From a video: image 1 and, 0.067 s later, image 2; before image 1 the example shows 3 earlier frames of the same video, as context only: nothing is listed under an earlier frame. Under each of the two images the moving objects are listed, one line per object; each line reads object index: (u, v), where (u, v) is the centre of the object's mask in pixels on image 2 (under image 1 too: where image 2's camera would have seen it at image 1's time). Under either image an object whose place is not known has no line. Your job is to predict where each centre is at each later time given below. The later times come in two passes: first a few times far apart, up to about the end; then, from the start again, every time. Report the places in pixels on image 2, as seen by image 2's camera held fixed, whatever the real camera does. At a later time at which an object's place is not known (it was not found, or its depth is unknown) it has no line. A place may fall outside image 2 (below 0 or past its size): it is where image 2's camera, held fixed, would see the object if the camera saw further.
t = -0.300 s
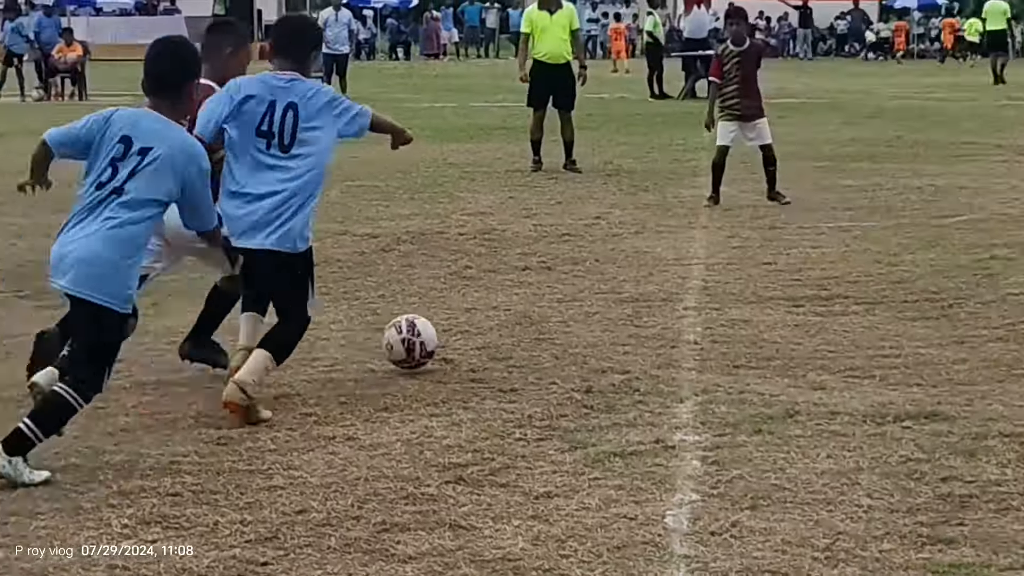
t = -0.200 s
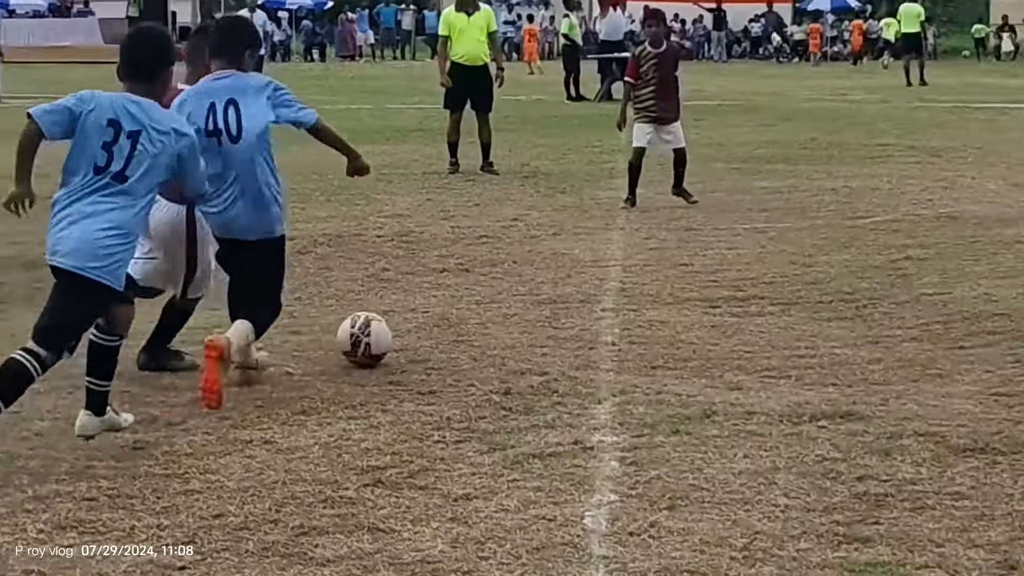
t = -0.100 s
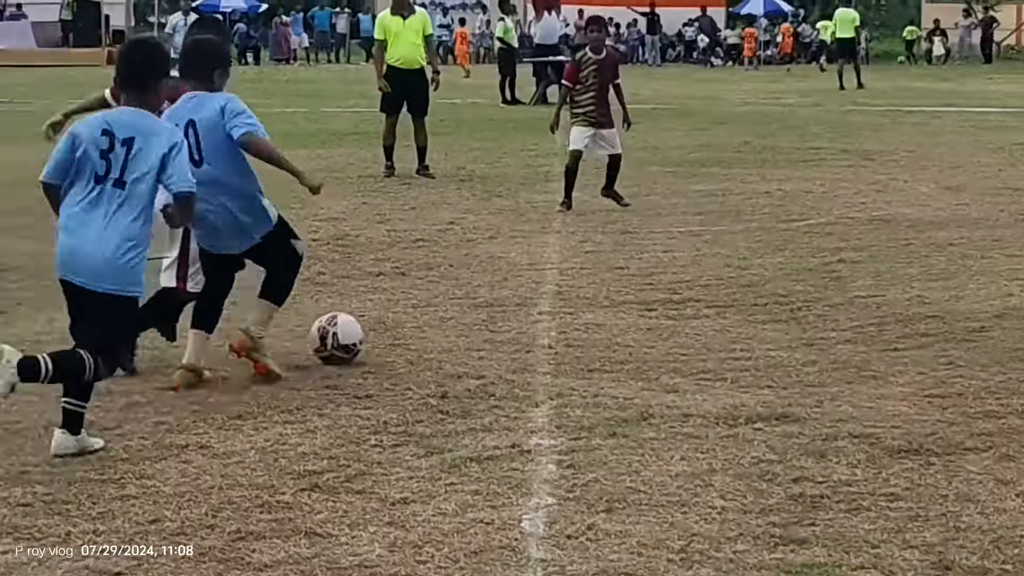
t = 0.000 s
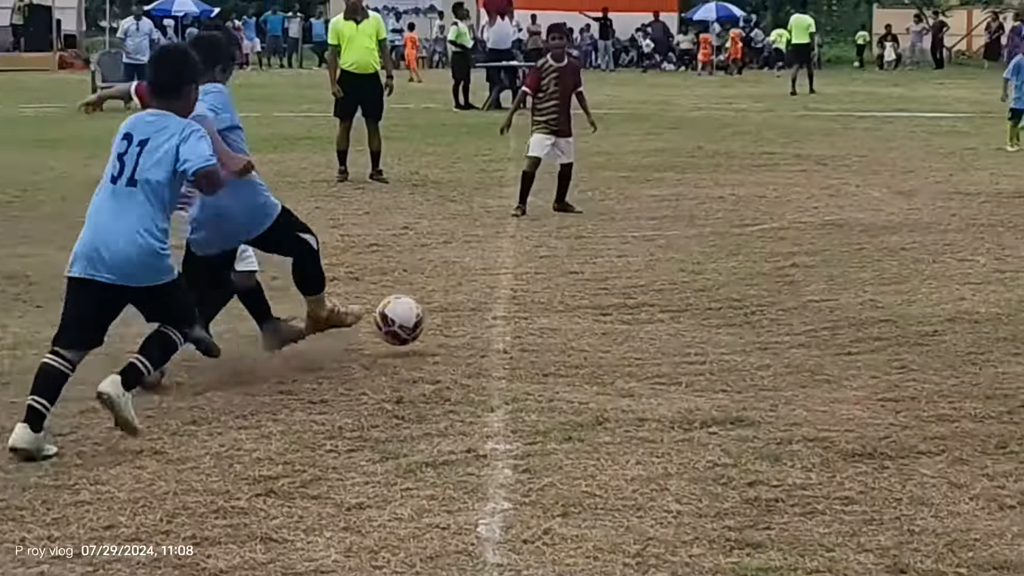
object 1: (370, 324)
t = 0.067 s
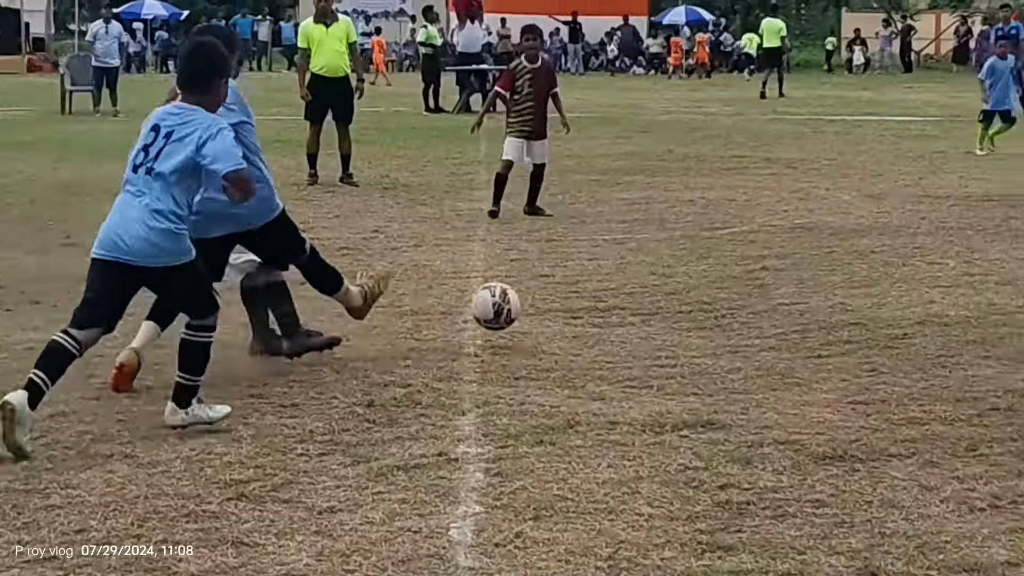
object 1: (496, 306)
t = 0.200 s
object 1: (712, 301)
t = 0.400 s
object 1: (908, 245)
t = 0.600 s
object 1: (1065, 245)
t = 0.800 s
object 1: (1171, 227)
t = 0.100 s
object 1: (553, 301)
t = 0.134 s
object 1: (609, 300)
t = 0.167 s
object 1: (662, 299)
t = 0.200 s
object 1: (712, 301)
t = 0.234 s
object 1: (749, 289)
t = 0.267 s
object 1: (783, 274)
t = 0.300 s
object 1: (815, 264)
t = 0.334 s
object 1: (847, 255)
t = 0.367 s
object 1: (879, 248)
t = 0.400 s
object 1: (908, 245)
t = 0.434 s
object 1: (937, 243)
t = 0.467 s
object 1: (966, 244)
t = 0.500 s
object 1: (994, 248)
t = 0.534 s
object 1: (1022, 254)
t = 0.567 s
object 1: (1047, 257)
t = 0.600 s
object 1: (1065, 245)
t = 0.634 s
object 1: (1083, 237)
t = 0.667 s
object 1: (1102, 230)
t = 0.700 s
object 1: (1119, 227)
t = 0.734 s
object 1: (1136, 224)
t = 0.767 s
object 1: (1153, 225)
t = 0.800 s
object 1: (1171, 227)
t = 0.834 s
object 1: (1187, 232)
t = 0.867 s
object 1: (1204, 238)
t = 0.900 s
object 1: (1220, 237)
